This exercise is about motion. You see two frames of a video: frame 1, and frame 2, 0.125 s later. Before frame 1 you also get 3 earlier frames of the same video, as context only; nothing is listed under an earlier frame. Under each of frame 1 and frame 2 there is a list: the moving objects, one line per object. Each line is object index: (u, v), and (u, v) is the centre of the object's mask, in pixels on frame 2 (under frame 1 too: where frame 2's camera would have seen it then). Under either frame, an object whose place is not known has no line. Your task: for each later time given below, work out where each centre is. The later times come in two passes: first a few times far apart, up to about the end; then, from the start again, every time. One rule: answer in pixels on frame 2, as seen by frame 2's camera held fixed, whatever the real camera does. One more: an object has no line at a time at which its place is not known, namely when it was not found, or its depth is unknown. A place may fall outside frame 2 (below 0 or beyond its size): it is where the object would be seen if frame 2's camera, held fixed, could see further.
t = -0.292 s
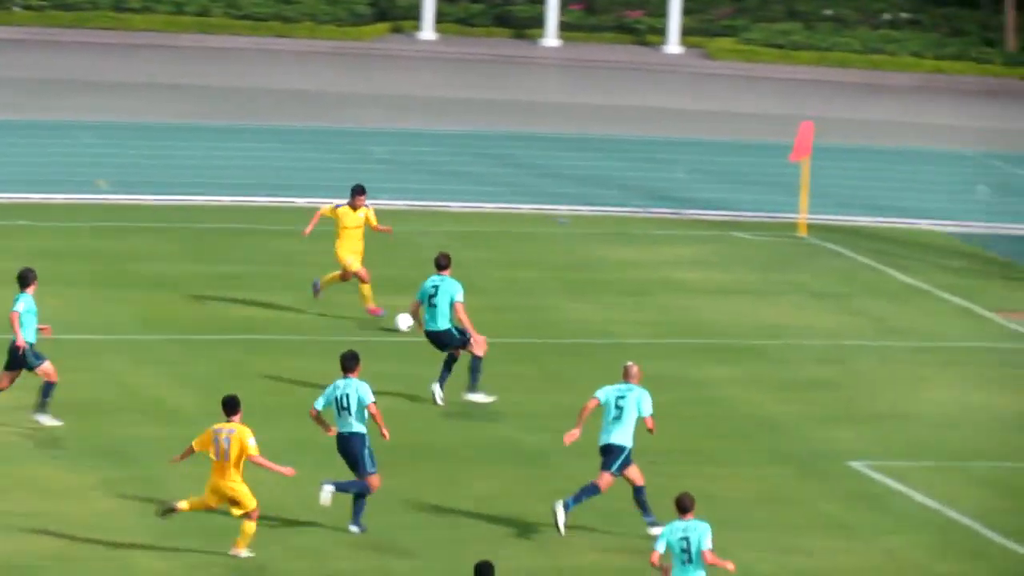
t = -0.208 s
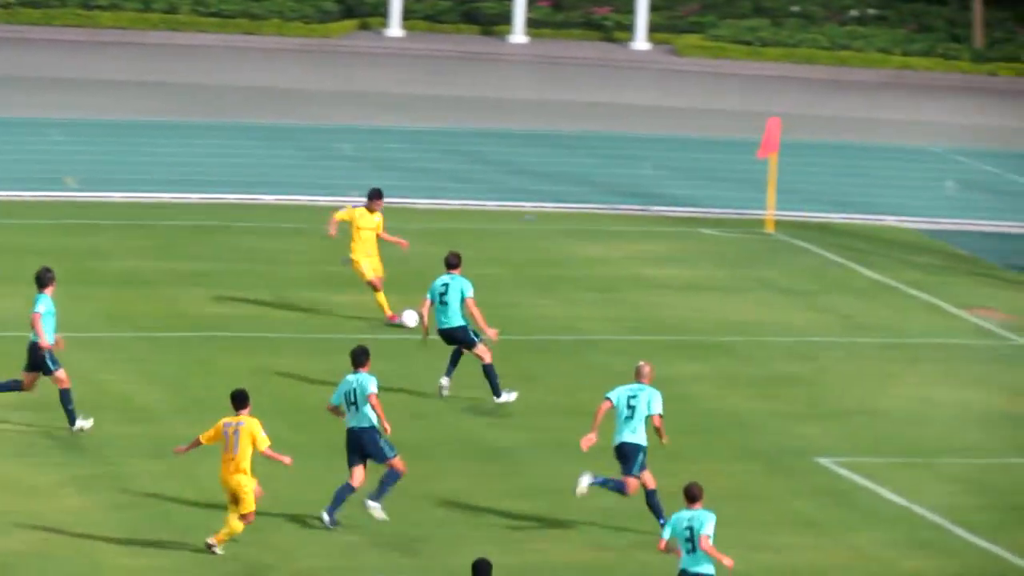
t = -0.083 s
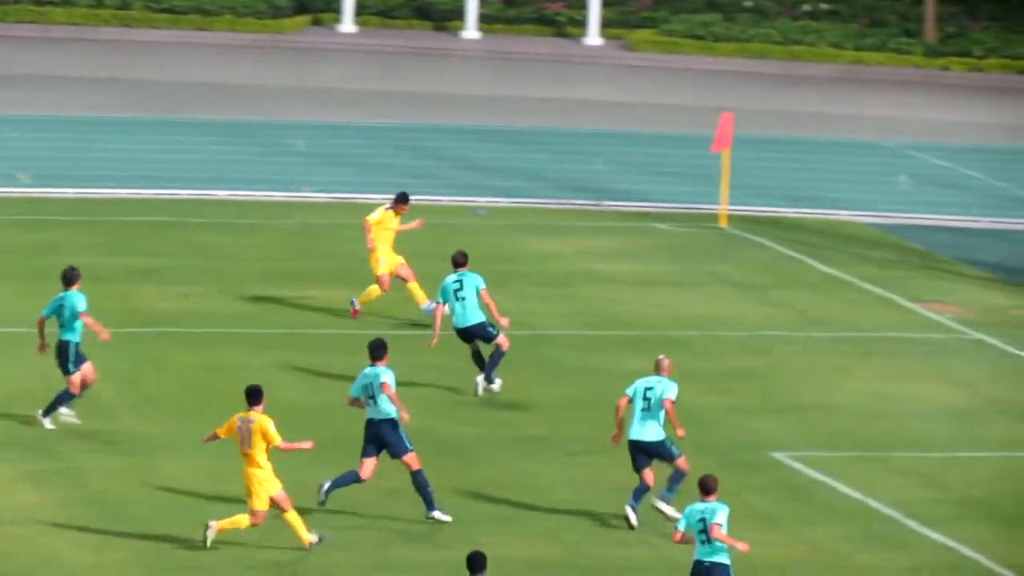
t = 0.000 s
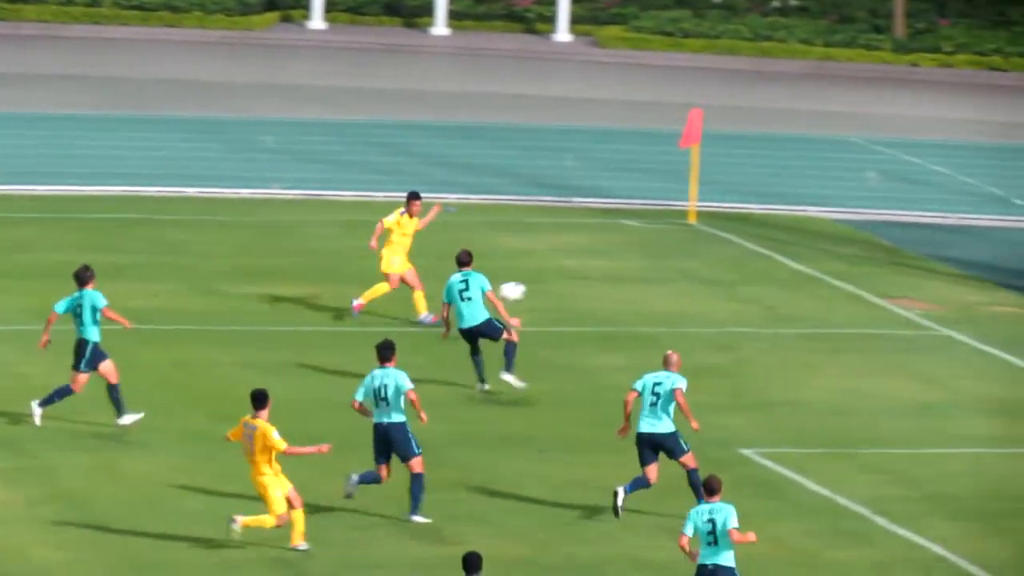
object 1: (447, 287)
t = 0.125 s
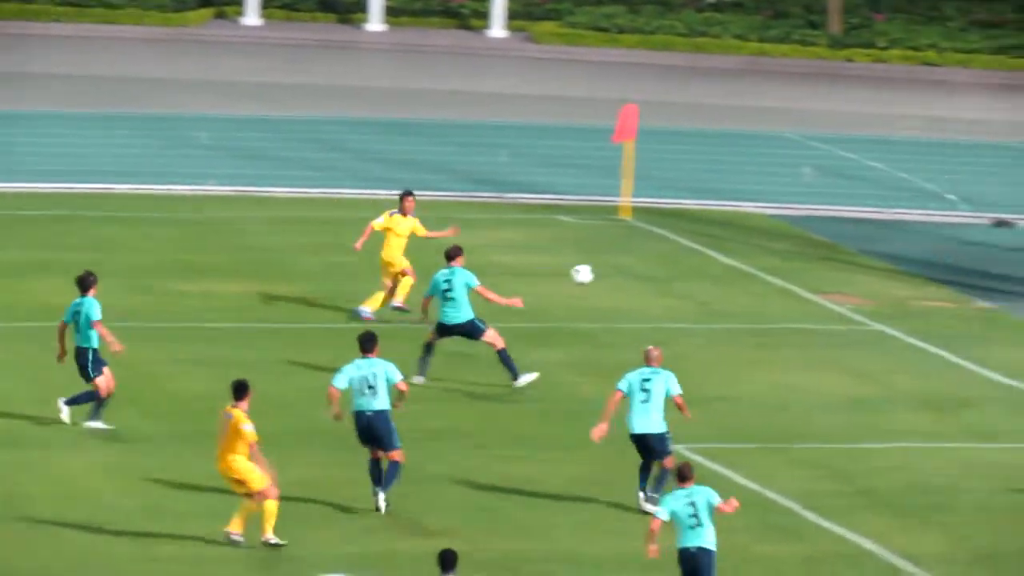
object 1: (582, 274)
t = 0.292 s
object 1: (753, 266)
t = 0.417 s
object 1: (872, 268)
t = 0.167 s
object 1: (625, 271)
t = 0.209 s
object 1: (668, 268)
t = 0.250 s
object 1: (711, 266)
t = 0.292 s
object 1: (753, 266)
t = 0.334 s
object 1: (795, 265)
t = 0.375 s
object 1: (834, 266)
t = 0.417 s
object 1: (872, 268)
